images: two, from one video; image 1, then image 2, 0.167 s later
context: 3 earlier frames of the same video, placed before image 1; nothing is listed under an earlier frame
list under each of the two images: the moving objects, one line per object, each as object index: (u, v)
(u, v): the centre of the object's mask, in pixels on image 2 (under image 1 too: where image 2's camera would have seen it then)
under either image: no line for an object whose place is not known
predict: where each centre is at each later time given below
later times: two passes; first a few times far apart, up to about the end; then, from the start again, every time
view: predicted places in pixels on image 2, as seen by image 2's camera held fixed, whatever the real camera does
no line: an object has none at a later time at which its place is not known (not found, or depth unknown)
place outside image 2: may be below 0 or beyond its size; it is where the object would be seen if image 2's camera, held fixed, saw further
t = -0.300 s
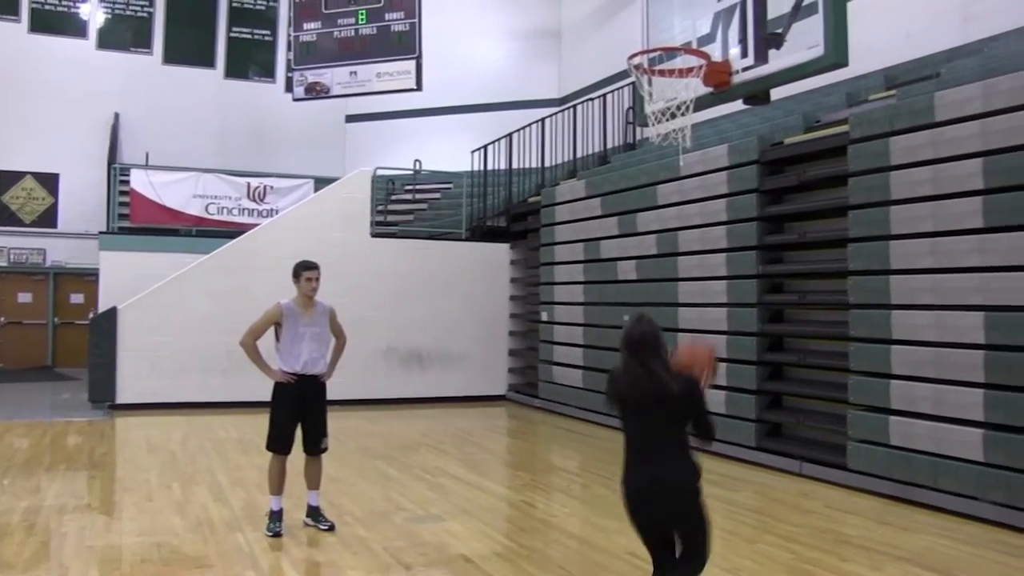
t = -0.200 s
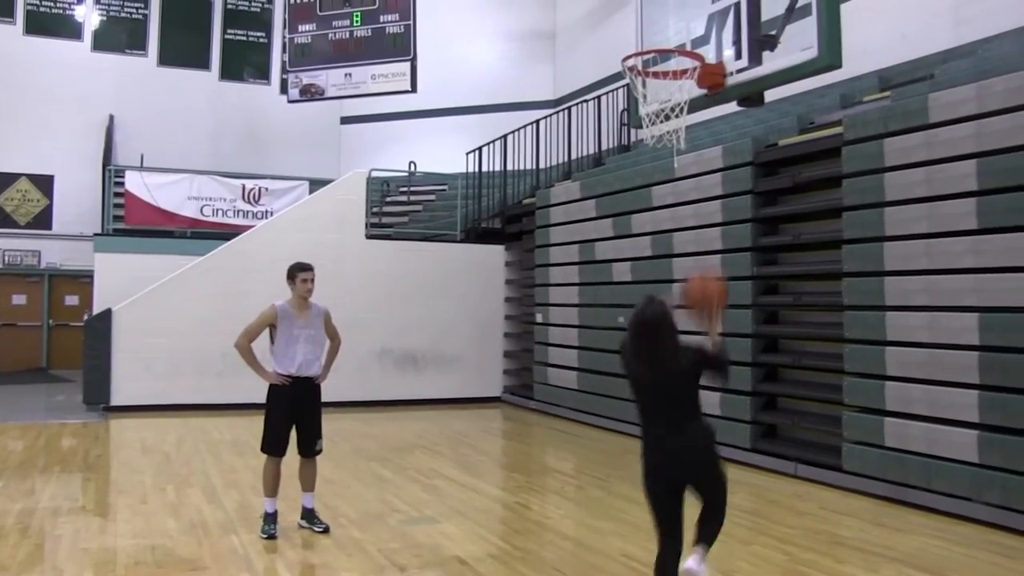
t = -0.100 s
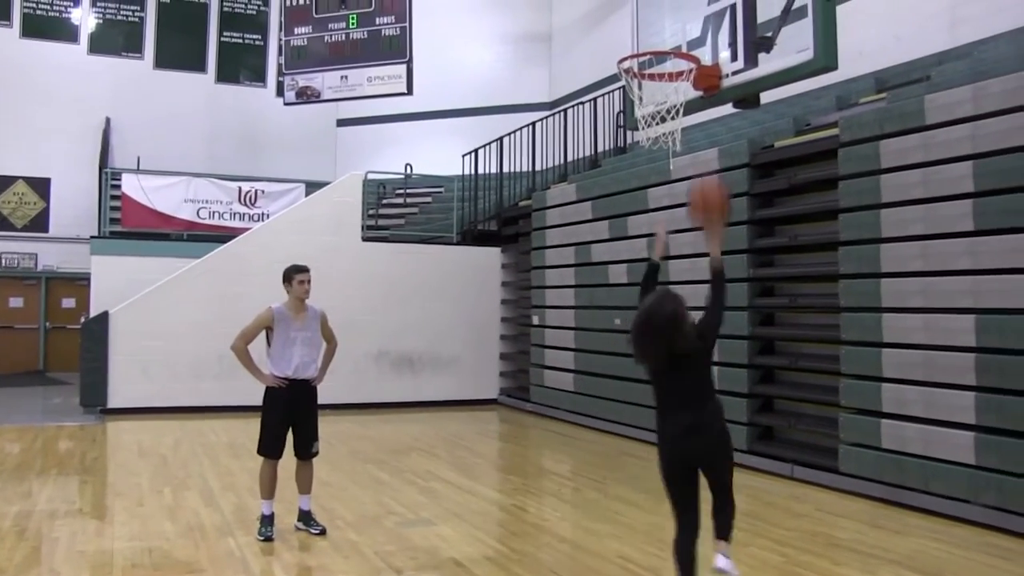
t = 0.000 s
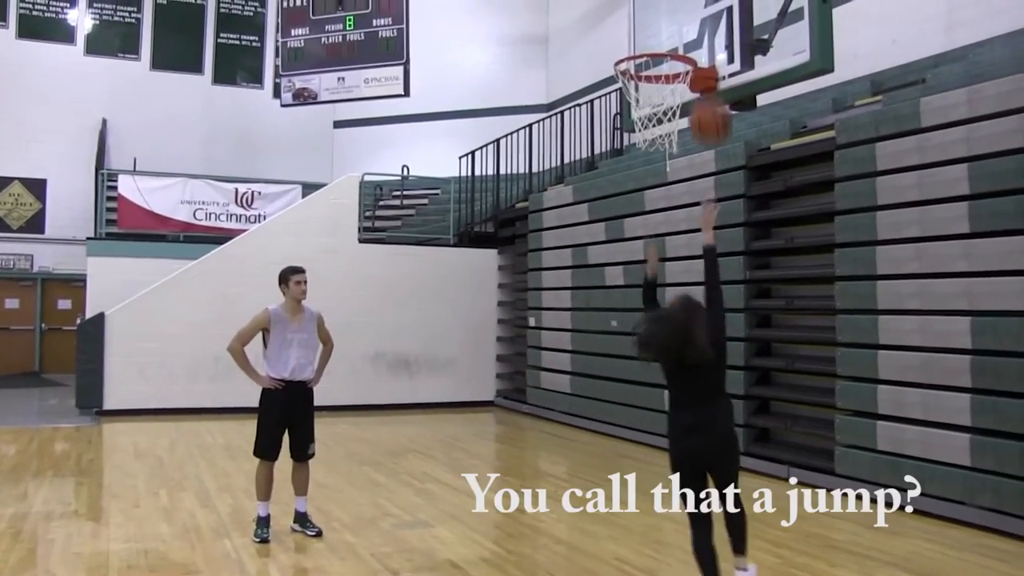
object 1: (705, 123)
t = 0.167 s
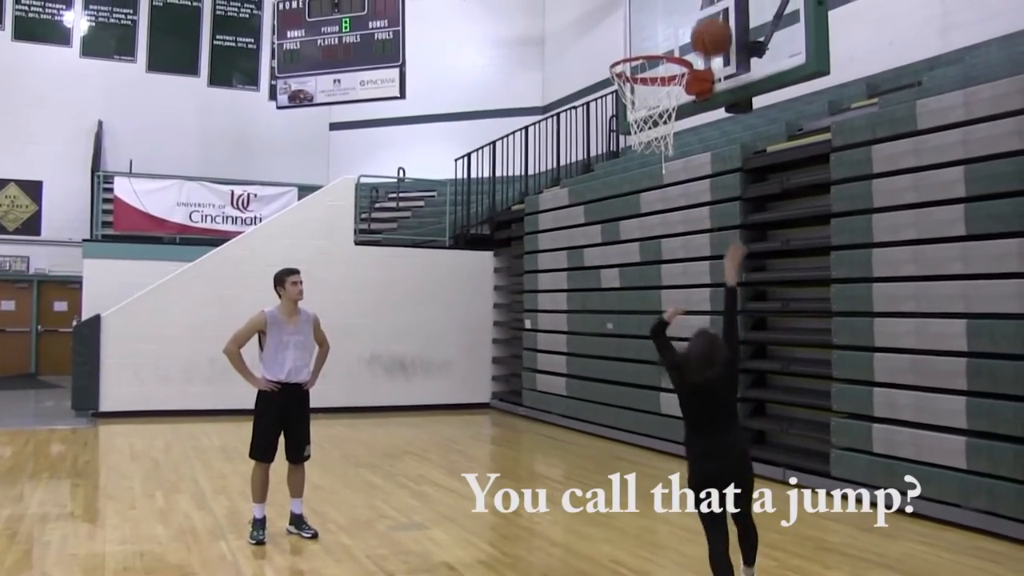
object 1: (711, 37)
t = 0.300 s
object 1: (688, 16)
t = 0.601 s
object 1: (640, 54)
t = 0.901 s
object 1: (642, 75)
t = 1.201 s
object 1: (667, 135)
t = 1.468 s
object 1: (682, 283)
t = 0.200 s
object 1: (712, 27)
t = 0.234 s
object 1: (706, 21)
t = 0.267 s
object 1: (697, 18)
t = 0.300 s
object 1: (688, 16)
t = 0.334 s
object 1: (679, 16)
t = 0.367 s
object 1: (671, 17)
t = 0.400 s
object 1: (662, 21)
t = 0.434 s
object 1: (654, 26)
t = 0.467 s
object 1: (645, 33)
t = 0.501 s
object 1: (636, 40)
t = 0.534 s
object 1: (627, 52)
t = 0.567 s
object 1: (628, 54)
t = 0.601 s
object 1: (640, 54)
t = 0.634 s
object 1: (650, 55)
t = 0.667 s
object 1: (661, 56)
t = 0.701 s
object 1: (668, 62)
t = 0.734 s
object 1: (662, 62)
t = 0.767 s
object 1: (654, 63)
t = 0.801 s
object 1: (646, 66)
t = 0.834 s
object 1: (641, 69)
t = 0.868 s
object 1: (641, 72)
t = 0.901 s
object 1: (642, 75)
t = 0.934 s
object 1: (645, 78)
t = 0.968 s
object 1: (648, 81)
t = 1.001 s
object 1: (652, 90)
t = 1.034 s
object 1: (655, 97)
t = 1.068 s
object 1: (659, 105)
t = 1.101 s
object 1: (662, 111)
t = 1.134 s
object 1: (663, 116)
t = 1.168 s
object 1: (665, 126)
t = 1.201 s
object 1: (667, 135)
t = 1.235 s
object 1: (670, 144)
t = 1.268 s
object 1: (671, 159)
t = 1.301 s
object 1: (673, 173)
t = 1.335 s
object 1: (675, 192)
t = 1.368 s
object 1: (677, 212)
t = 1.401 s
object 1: (680, 232)
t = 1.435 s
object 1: (681, 255)
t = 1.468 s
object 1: (682, 283)
